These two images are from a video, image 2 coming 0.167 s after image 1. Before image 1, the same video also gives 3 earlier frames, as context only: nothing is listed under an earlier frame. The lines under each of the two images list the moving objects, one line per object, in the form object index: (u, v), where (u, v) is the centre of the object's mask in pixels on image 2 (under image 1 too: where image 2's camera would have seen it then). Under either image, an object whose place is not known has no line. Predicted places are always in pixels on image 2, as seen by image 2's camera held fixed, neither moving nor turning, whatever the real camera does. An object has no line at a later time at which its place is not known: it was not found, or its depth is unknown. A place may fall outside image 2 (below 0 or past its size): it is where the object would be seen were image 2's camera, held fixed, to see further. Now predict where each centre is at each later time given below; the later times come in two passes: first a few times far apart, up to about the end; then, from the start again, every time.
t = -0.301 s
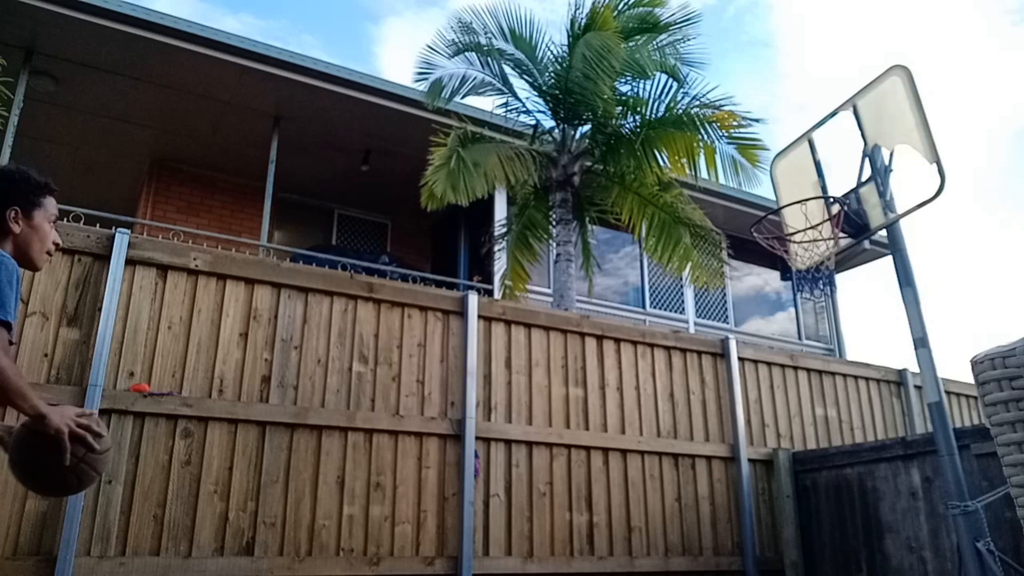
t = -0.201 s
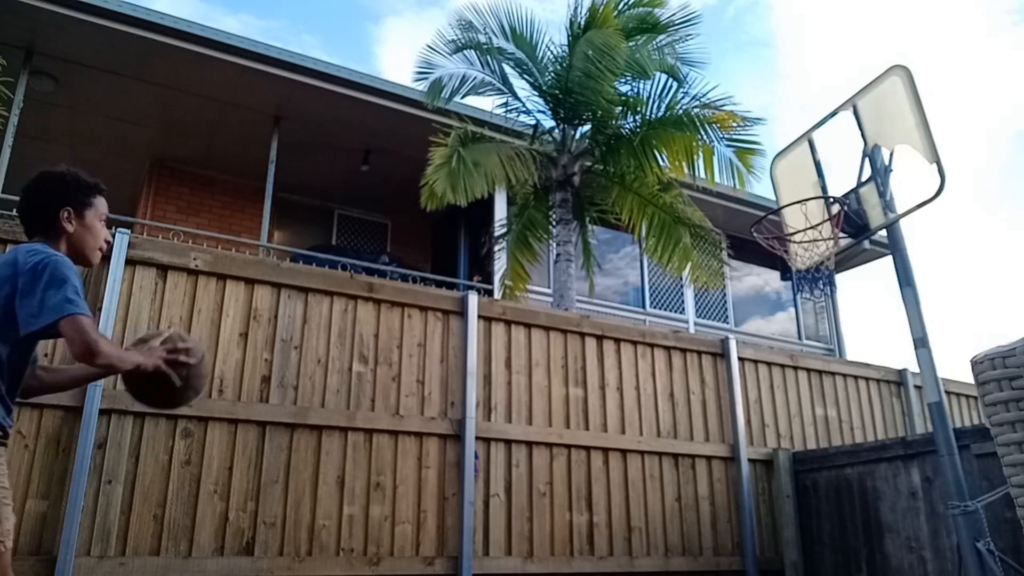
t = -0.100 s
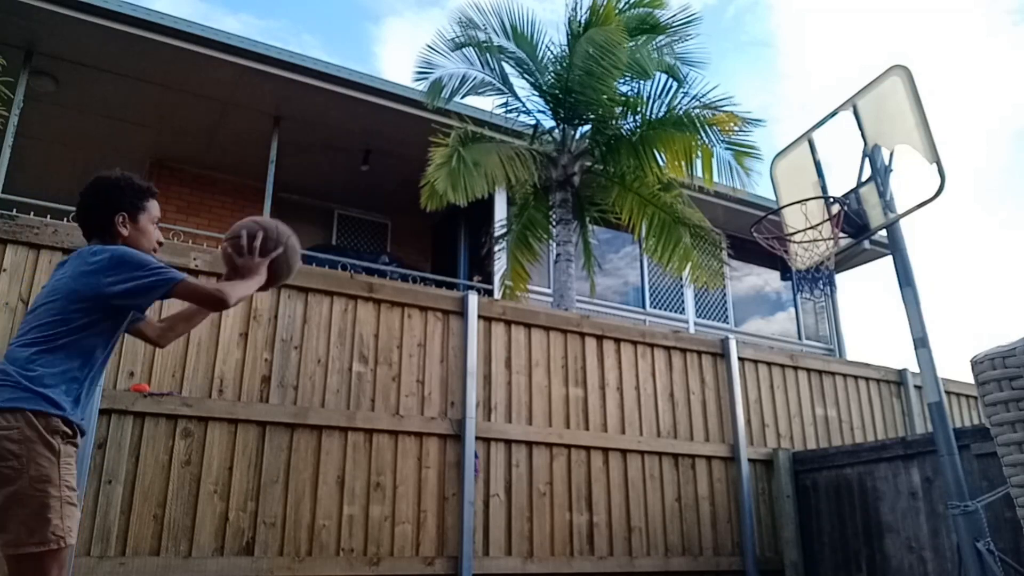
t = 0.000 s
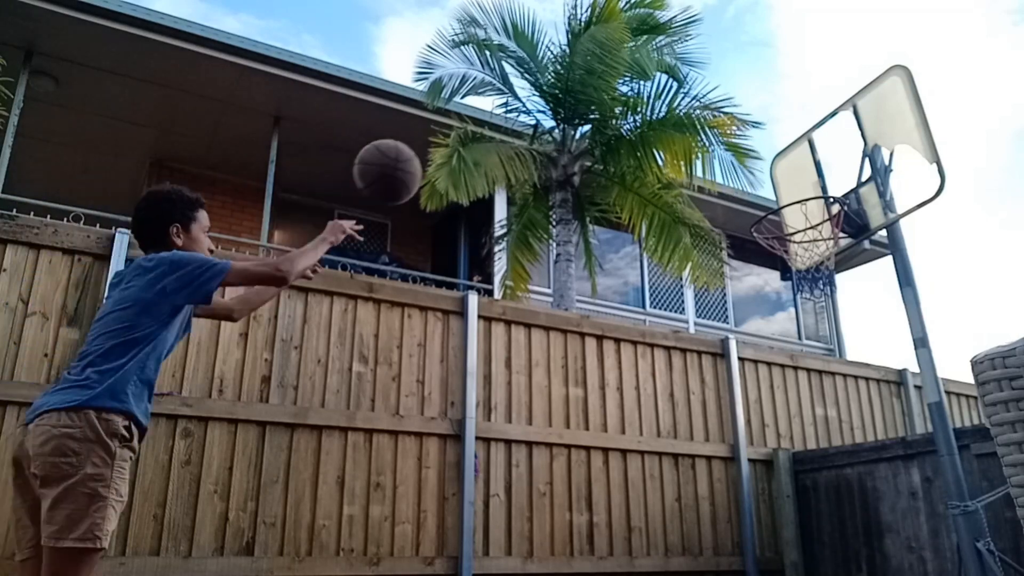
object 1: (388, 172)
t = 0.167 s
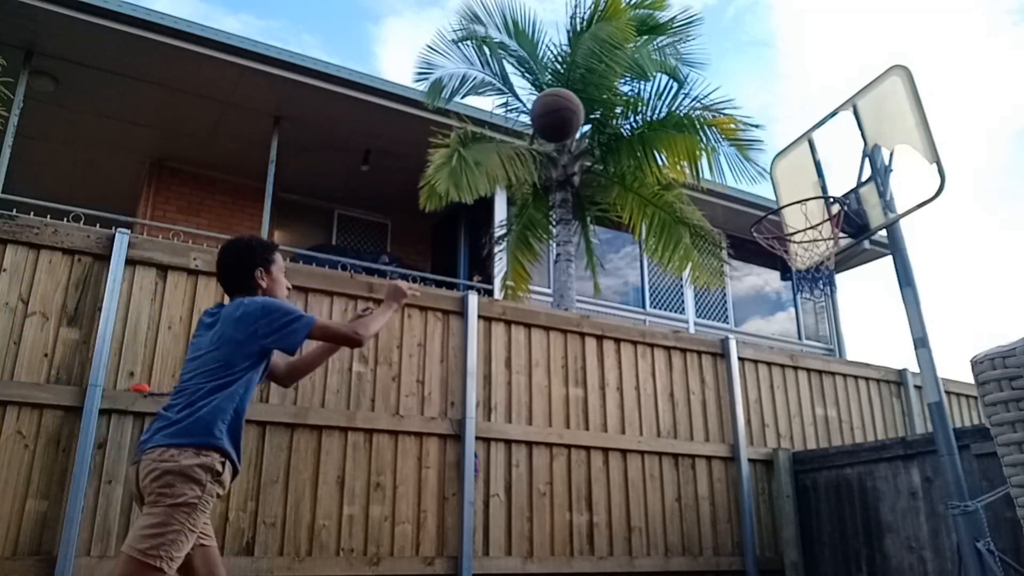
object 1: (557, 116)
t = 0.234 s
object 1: (609, 112)
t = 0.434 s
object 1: (744, 148)
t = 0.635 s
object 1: (782, 209)
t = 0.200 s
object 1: (584, 112)
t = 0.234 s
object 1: (609, 112)
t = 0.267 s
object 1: (634, 114)
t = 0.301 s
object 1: (658, 117)
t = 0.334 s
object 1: (681, 122)
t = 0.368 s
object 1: (702, 129)
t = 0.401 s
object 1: (724, 137)
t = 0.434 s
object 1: (744, 148)
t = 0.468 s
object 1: (764, 160)
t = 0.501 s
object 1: (783, 173)
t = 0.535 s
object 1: (803, 187)
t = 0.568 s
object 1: (815, 202)
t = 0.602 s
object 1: (800, 210)
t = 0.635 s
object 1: (782, 209)
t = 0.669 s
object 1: (764, 207)
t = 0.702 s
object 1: (747, 209)
